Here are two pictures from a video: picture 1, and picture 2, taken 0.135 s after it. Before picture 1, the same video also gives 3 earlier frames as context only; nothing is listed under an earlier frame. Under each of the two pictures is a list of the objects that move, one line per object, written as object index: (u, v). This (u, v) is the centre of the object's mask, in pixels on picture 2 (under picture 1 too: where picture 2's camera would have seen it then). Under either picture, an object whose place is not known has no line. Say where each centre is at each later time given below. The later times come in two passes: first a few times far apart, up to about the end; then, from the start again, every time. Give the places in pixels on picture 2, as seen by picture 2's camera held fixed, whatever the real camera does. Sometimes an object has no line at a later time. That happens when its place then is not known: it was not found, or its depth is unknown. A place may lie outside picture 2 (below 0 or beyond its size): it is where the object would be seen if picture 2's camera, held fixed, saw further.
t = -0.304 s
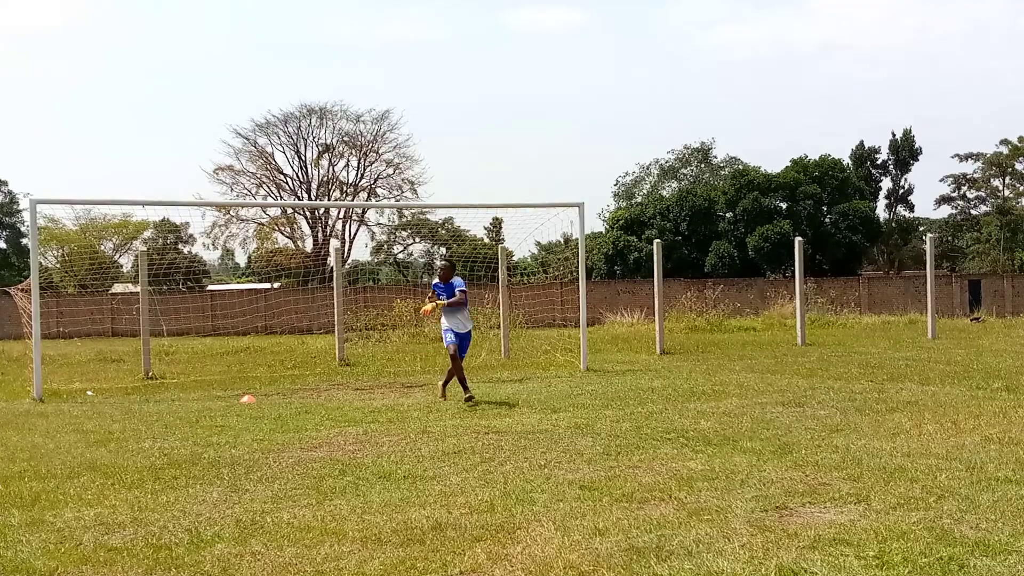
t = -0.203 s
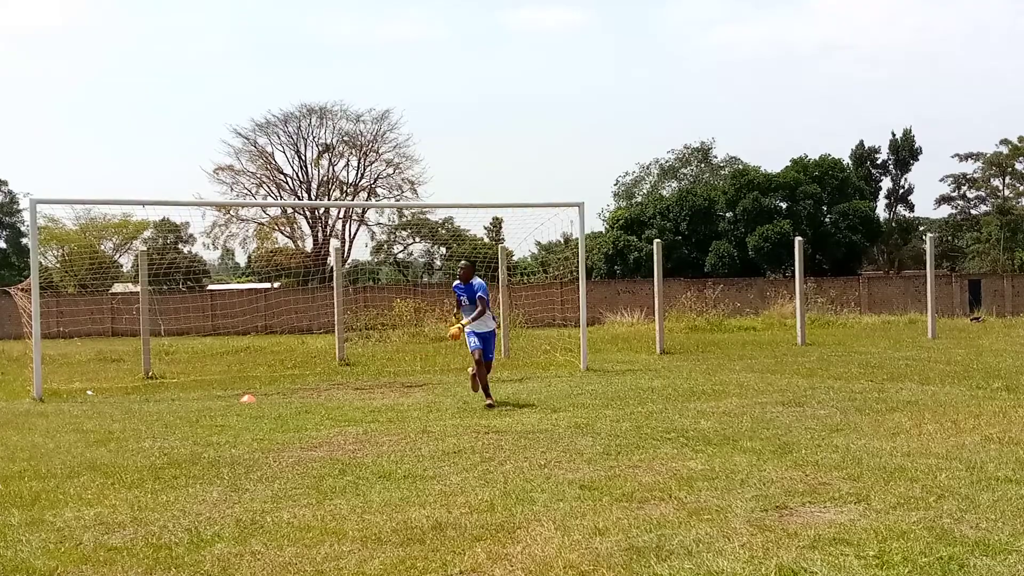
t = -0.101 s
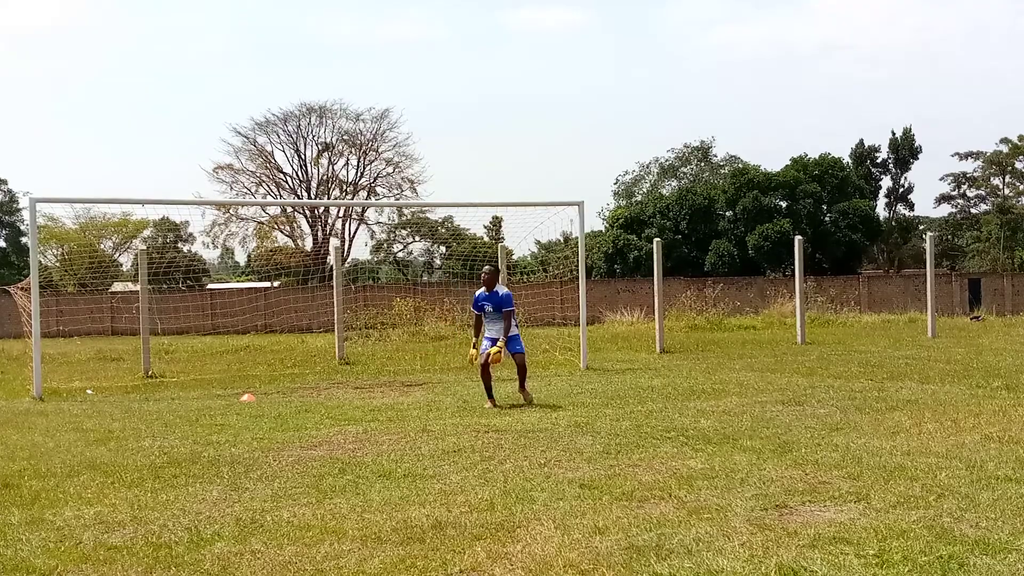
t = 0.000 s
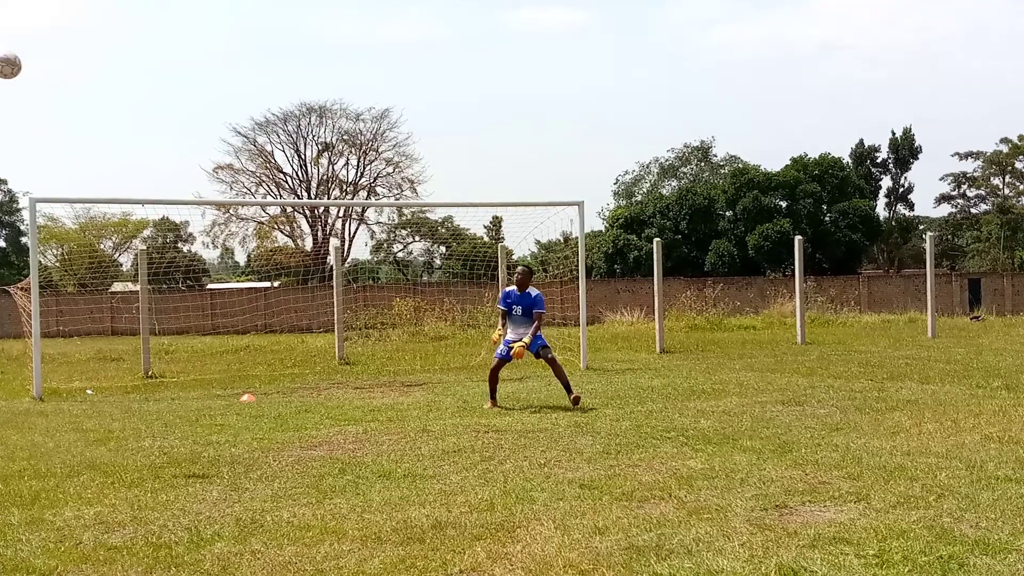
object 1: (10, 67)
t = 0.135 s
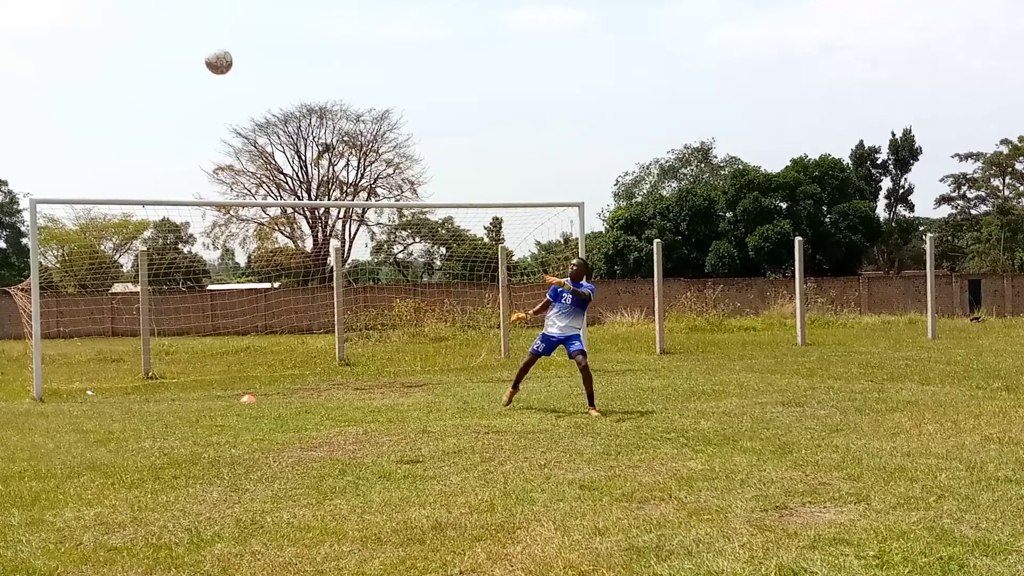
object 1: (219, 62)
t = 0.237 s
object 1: (361, 73)
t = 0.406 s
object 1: (569, 114)
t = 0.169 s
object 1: (268, 64)
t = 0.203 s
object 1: (315, 68)
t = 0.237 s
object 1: (361, 73)
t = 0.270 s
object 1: (405, 80)
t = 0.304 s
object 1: (448, 87)
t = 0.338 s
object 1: (489, 95)
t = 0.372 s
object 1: (530, 104)
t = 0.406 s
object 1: (569, 114)
